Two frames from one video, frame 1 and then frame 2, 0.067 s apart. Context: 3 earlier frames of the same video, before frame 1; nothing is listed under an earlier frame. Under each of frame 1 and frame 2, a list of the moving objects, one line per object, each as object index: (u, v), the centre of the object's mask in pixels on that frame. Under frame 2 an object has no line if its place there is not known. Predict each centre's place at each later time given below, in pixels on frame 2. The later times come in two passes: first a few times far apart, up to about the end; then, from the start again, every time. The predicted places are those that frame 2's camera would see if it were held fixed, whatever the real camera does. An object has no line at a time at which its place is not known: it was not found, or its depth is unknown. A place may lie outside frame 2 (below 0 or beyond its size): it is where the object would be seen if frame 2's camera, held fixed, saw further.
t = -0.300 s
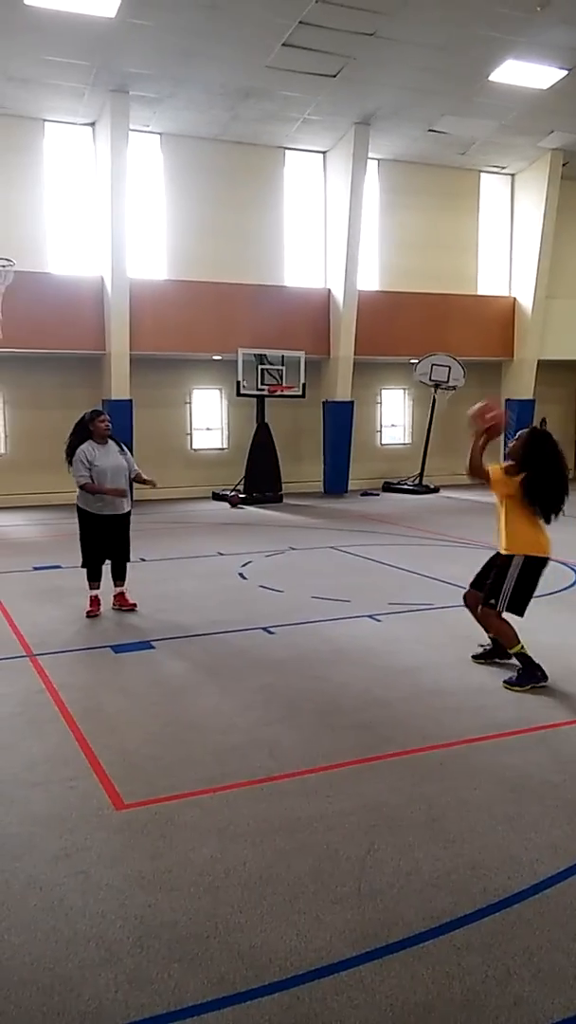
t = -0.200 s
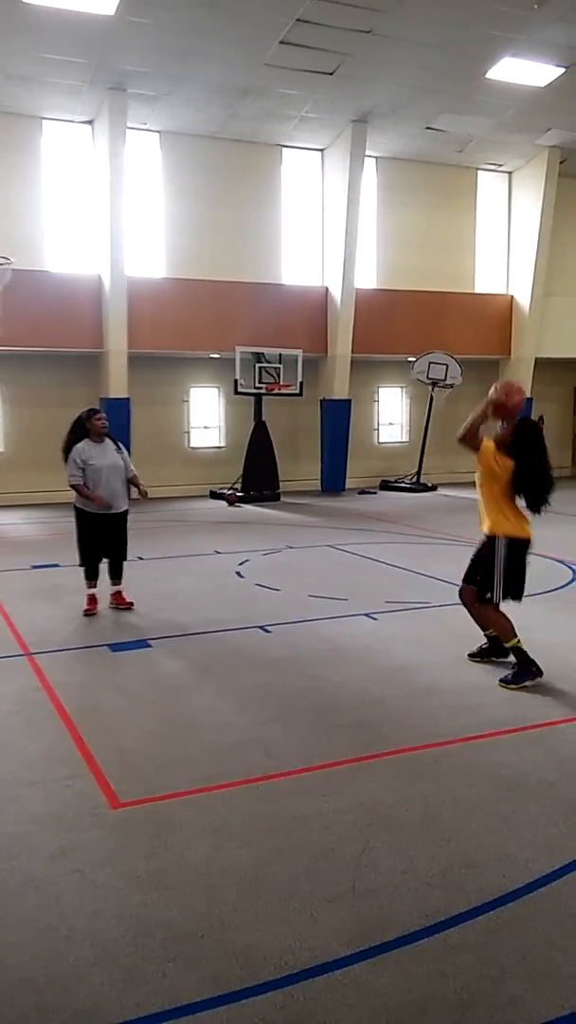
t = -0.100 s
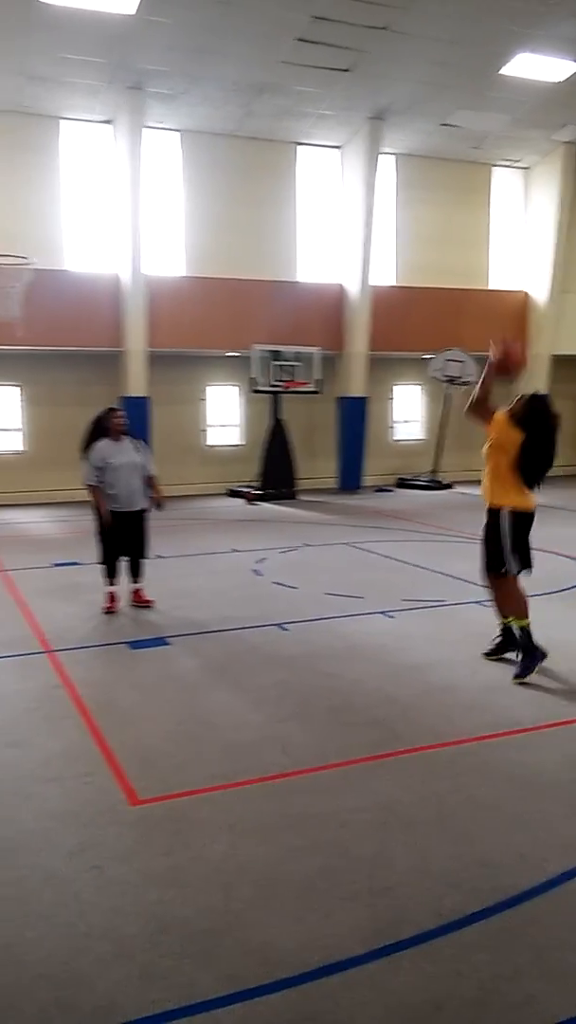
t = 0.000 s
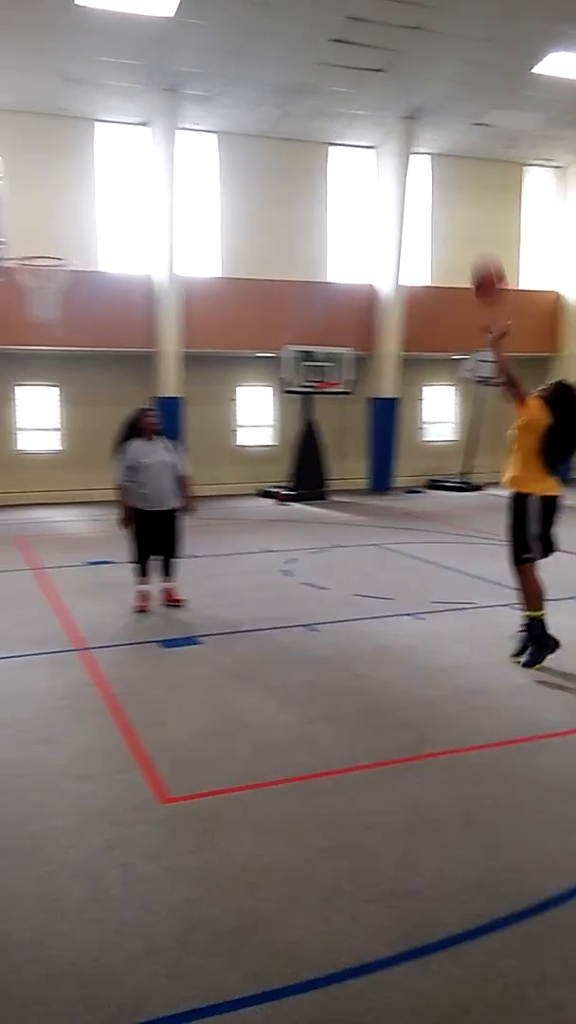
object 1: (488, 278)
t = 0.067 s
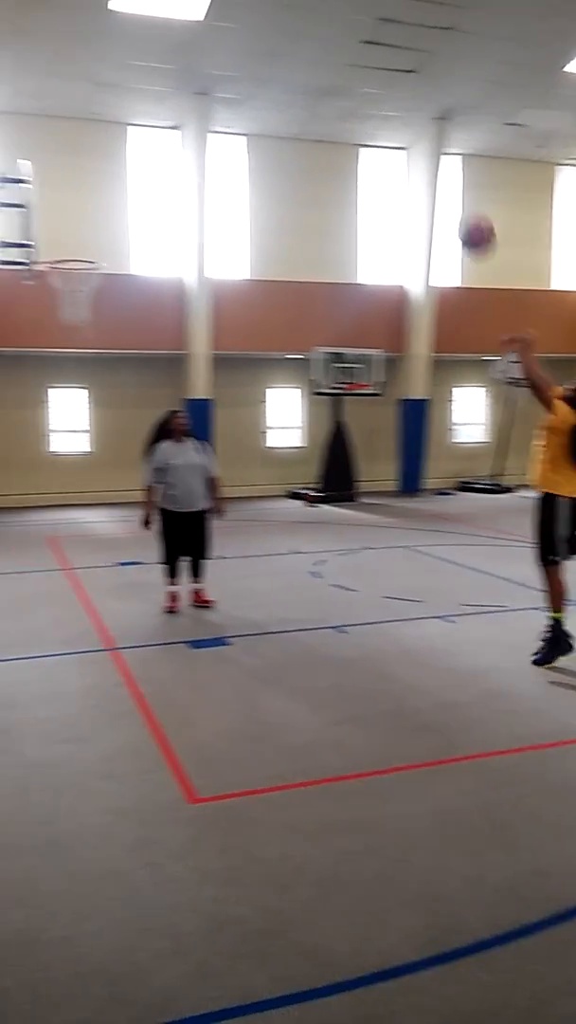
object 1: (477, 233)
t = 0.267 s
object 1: (359, 150)
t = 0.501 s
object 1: (245, 133)
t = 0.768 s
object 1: (128, 200)
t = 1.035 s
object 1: (46, 246)
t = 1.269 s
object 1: (80, 231)
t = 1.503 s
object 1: (131, 278)
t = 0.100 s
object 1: (460, 214)
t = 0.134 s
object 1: (435, 200)
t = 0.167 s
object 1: (416, 181)
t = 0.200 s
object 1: (399, 171)
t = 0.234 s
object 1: (378, 160)
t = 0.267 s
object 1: (359, 150)
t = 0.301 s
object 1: (342, 143)
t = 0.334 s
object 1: (326, 138)
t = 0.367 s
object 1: (308, 135)
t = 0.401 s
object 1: (292, 132)
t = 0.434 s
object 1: (275, 131)
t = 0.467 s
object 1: (259, 132)
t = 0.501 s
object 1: (245, 133)
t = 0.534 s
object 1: (228, 135)
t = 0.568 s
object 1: (212, 143)
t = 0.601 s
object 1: (199, 149)
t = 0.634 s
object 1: (187, 156)
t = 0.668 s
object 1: (172, 167)
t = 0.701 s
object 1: (157, 175)
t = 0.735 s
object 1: (144, 187)
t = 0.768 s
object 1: (128, 200)
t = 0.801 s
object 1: (119, 211)
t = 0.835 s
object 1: (109, 226)
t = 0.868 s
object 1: (98, 239)
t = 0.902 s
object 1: (86, 254)
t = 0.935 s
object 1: (78, 256)
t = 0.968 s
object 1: (66, 254)
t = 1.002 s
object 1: (54, 251)
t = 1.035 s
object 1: (46, 246)
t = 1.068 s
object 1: (41, 241)
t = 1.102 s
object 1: (44, 236)
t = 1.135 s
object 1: (52, 233)
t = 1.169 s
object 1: (58, 230)
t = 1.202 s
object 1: (65, 229)
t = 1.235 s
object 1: (72, 229)
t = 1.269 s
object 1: (80, 231)
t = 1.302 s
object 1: (88, 234)
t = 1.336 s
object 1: (95, 237)
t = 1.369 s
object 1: (102, 243)
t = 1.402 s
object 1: (109, 249)
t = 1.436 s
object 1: (117, 257)
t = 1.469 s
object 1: (123, 266)
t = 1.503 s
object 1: (131, 278)
